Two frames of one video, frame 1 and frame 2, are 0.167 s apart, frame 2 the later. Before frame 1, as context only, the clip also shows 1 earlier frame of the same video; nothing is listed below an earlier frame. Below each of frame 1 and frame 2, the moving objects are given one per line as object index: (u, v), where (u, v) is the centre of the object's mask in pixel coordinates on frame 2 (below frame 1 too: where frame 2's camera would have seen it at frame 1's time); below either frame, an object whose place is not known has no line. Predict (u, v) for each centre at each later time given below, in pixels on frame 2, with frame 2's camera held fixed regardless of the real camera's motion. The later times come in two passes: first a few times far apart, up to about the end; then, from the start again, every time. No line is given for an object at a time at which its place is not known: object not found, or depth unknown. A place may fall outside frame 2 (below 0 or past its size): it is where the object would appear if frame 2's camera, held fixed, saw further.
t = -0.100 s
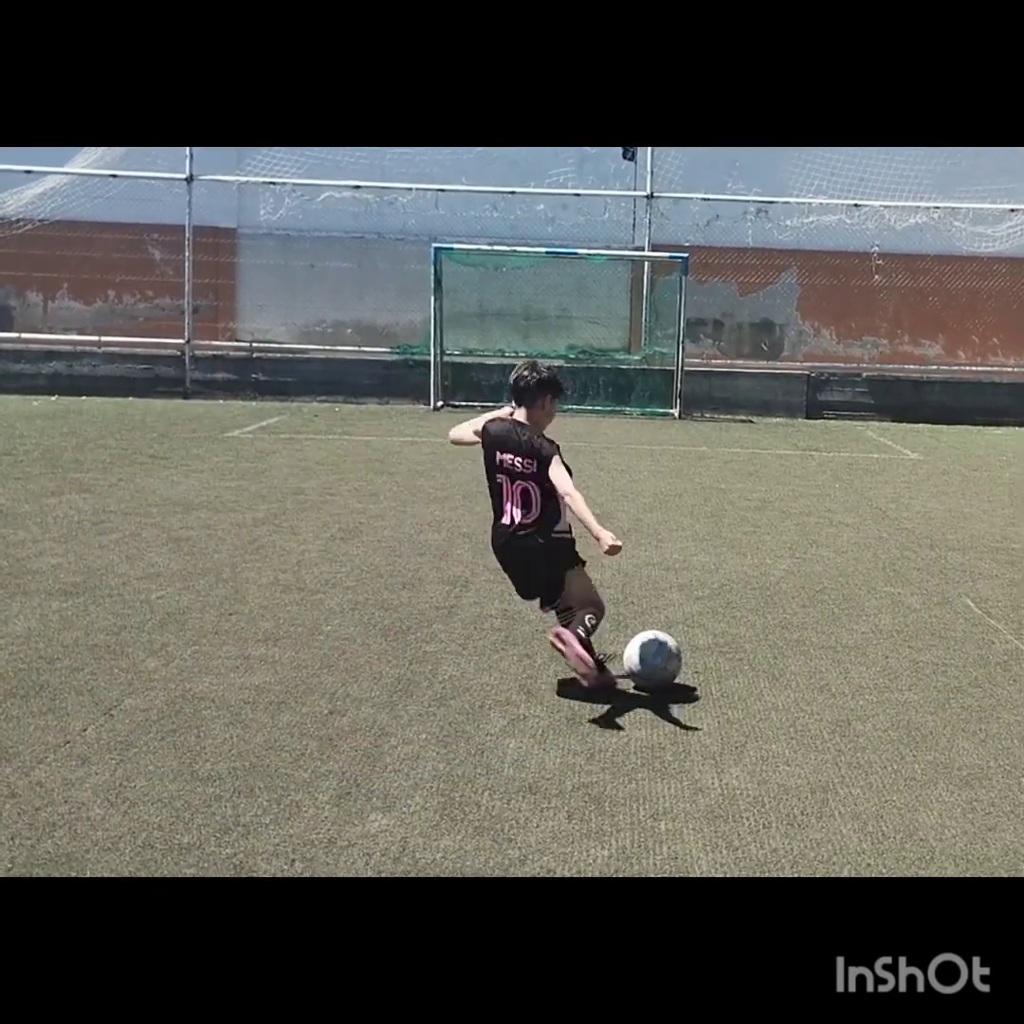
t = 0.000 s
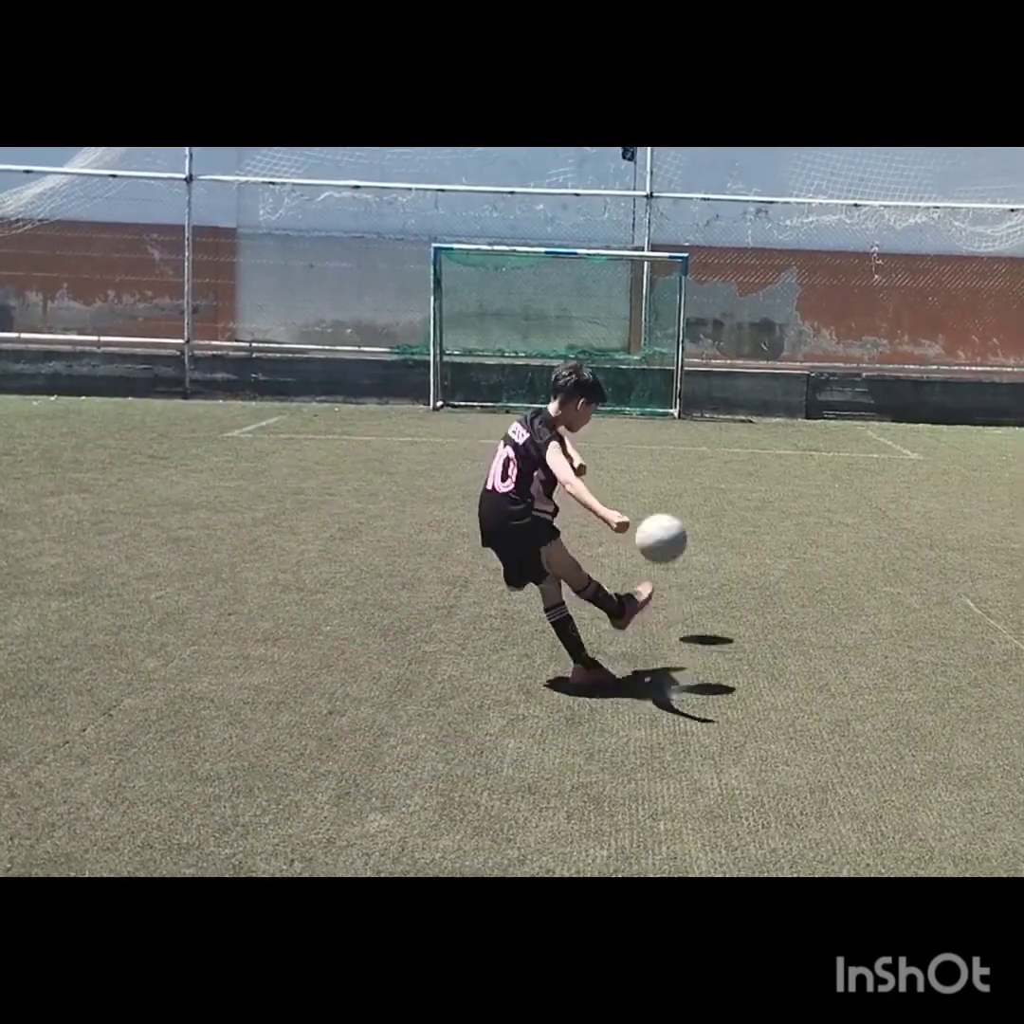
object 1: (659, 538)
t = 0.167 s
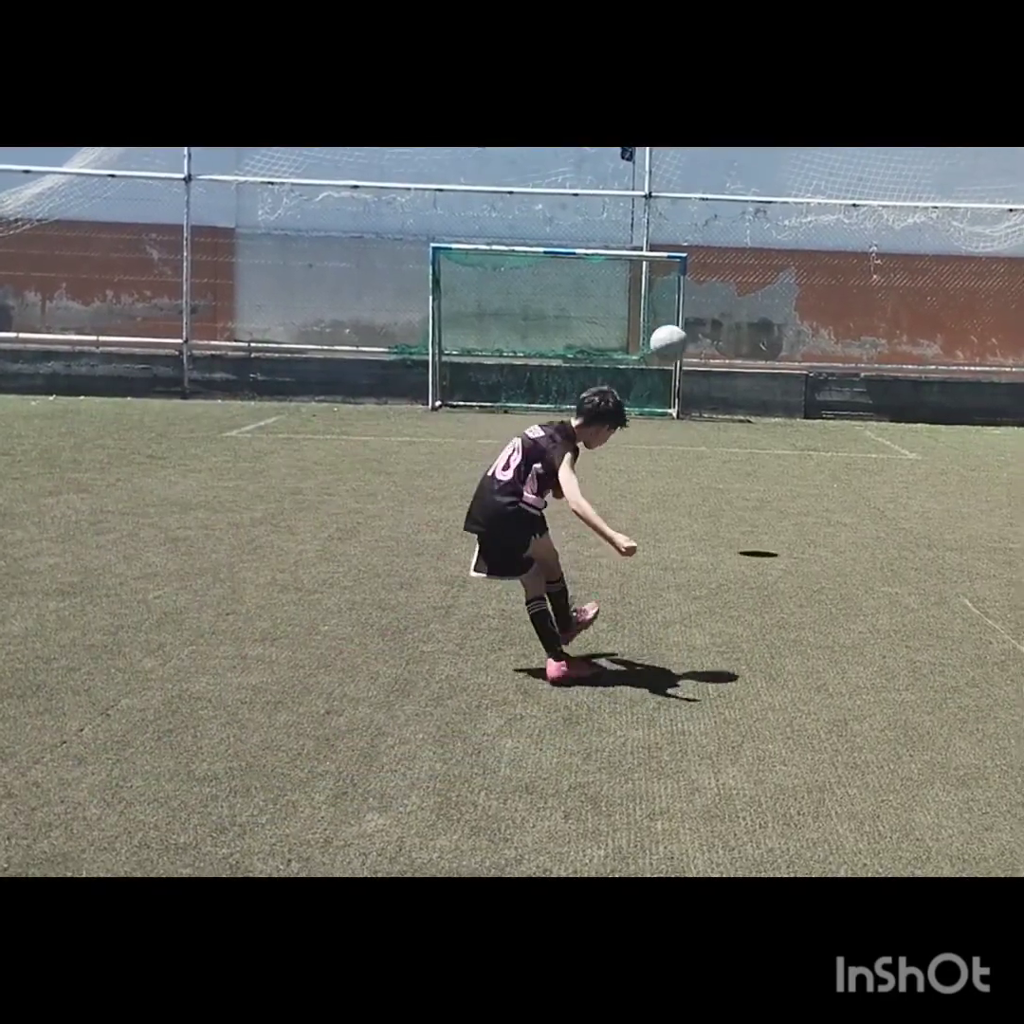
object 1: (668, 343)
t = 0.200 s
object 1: (669, 320)
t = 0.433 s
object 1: (666, 244)
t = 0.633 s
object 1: (661, 245)
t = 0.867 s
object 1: (653, 285)
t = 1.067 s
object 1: (662, 338)
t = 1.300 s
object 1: (664, 354)
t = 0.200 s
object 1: (669, 320)
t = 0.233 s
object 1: (668, 302)
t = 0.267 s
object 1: (668, 286)
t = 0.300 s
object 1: (668, 273)
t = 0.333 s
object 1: (668, 262)
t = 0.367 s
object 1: (667, 258)
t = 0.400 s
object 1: (666, 249)
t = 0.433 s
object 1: (666, 244)
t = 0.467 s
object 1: (665, 241)
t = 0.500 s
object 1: (664, 240)
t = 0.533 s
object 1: (663, 240)
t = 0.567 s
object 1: (663, 241)
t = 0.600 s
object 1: (662, 242)
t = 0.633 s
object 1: (661, 245)
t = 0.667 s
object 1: (660, 248)
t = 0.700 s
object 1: (660, 251)
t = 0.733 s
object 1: (658, 256)
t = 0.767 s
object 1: (657, 262)
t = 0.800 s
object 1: (656, 270)
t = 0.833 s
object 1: (655, 277)
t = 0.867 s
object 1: (653, 285)
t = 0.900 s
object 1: (652, 293)
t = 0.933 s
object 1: (651, 302)
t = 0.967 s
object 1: (650, 312)
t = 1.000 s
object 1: (650, 320)
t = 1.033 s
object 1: (653, 327)
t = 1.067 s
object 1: (662, 338)
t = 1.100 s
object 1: (668, 346)
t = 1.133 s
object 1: (668, 351)
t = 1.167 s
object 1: (667, 353)
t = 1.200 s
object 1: (667, 353)
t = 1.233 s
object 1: (667, 353)
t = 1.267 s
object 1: (667, 353)
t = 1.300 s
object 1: (664, 354)
